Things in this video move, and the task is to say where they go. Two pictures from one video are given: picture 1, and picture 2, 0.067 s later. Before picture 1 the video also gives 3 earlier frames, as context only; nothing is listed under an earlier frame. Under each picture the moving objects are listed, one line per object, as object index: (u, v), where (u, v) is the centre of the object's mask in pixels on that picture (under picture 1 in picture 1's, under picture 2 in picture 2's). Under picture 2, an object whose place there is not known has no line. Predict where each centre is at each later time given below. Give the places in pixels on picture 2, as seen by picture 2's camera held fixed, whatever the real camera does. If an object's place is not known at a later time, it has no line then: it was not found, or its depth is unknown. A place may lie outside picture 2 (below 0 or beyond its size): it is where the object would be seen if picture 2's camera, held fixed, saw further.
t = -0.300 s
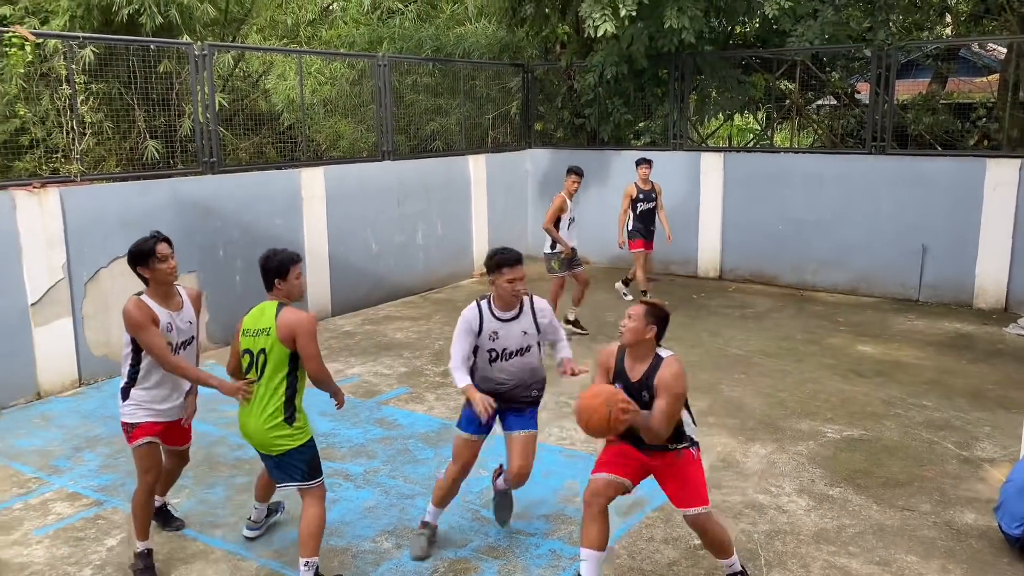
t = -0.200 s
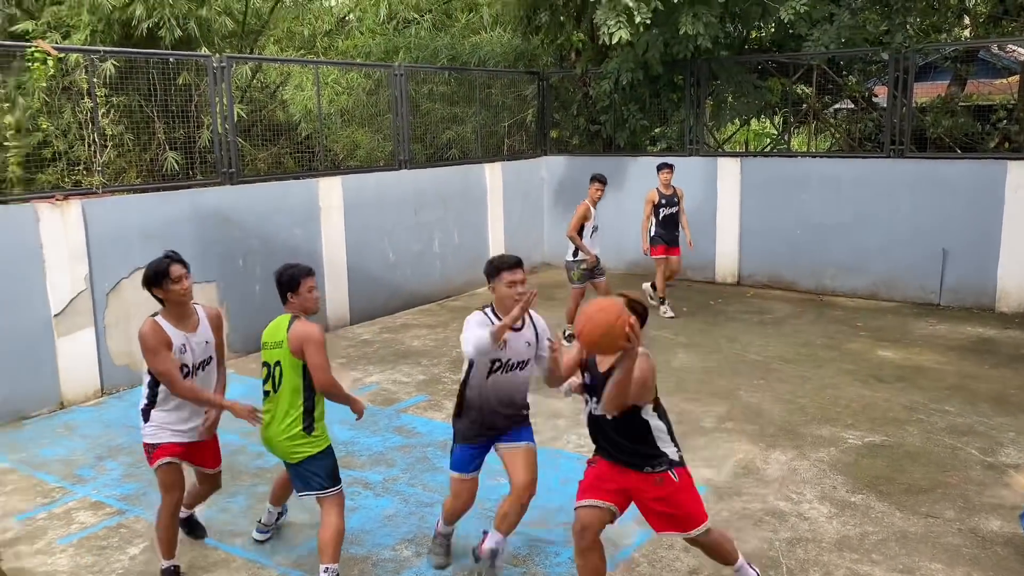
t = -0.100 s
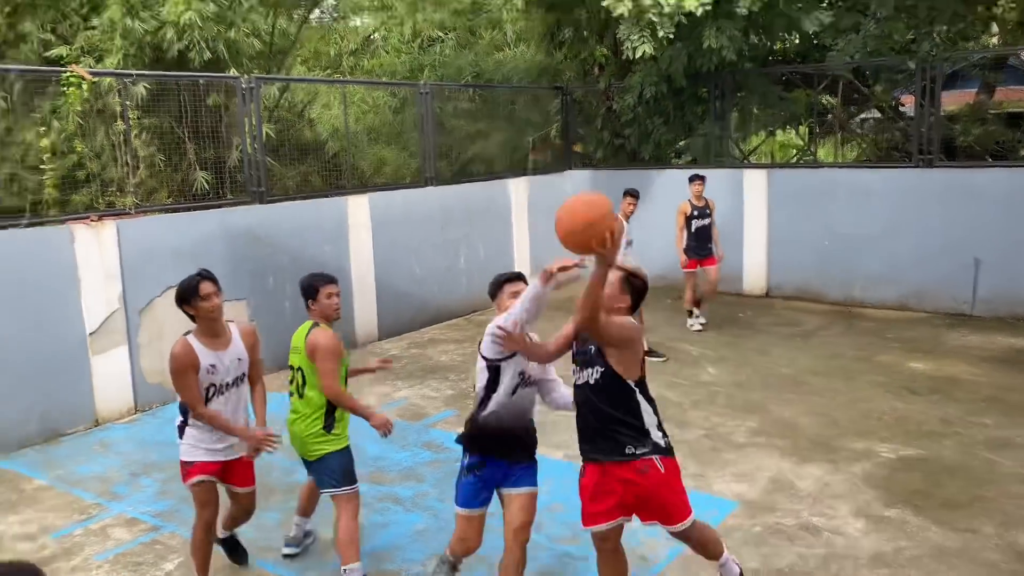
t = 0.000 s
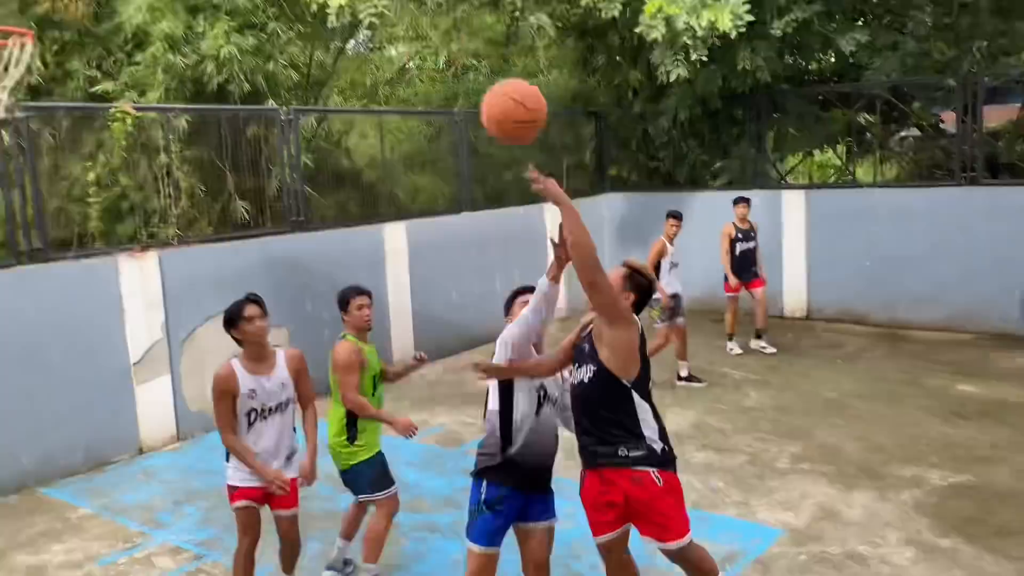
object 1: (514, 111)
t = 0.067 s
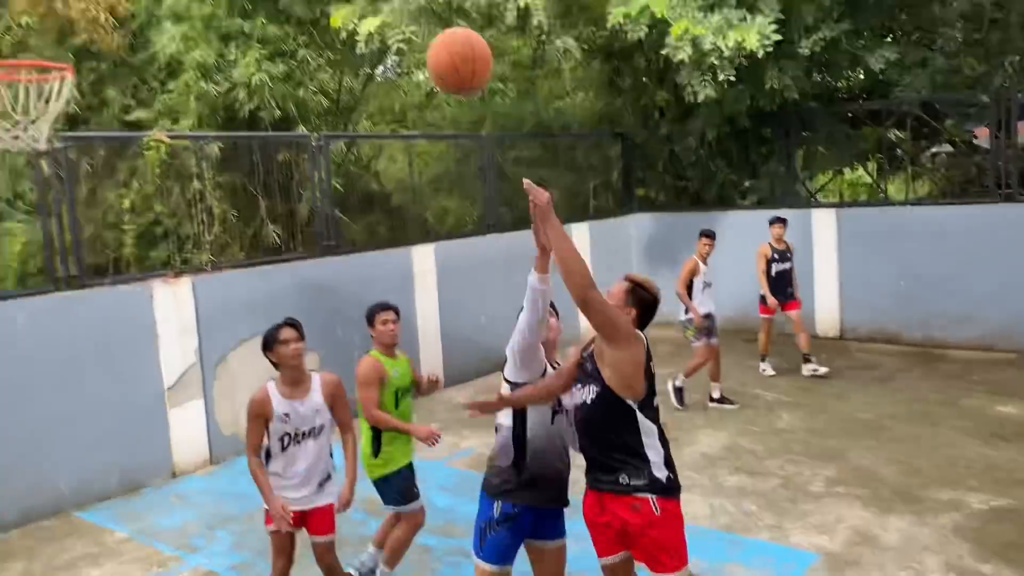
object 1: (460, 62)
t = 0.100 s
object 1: (419, 28)
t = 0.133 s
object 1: (378, -1)
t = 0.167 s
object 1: (337, -25)
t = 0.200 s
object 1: (299, -43)
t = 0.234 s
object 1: (262, -59)
